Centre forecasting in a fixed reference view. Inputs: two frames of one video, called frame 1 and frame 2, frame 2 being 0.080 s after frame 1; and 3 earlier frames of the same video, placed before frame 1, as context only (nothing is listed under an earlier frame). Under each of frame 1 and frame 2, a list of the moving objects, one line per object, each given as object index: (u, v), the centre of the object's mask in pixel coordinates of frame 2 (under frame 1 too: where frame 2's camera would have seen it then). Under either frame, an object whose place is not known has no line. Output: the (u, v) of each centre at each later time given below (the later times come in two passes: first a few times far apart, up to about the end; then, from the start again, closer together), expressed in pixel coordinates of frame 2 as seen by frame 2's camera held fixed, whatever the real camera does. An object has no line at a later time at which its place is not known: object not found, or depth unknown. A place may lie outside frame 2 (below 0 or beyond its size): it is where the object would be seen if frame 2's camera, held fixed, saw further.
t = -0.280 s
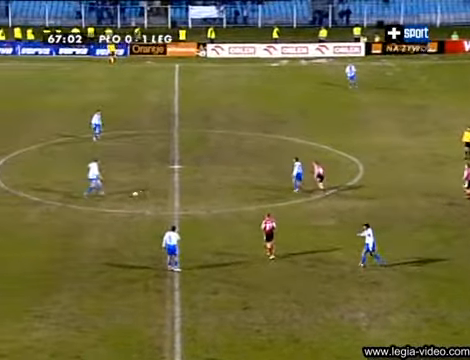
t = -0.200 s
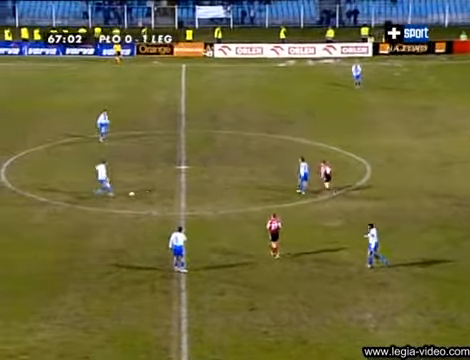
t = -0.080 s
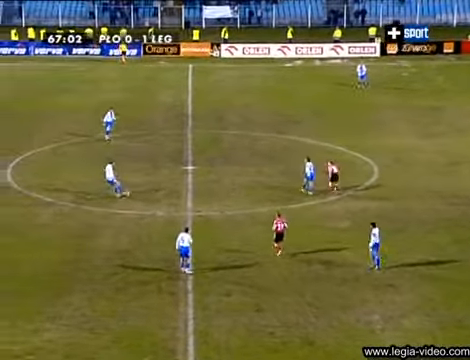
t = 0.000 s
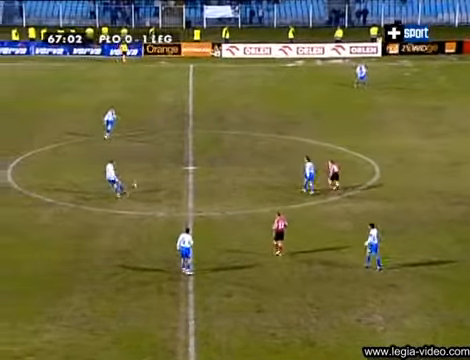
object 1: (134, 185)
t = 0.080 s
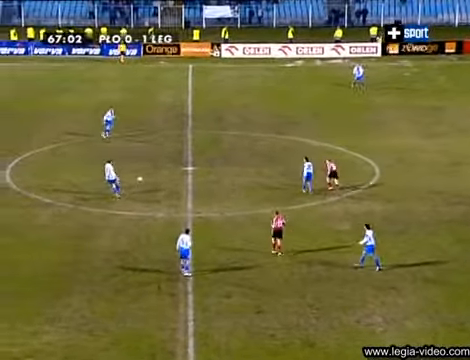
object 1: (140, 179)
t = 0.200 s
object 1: (148, 172)
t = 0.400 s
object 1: (162, 168)
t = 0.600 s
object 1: (173, 161)
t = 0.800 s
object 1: (183, 154)
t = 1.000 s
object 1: (193, 148)
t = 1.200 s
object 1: (201, 142)
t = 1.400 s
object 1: (208, 139)
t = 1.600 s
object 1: (215, 135)
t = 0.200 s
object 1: (148, 172)
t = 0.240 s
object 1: (151, 170)
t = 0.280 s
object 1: (154, 169)
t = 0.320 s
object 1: (156, 168)
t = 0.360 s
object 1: (159, 168)
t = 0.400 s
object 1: (162, 168)
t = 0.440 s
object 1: (163, 168)
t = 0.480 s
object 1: (166, 168)
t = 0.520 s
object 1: (168, 166)
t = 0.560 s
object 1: (171, 163)
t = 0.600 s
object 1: (173, 161)
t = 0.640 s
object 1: (175, 158)
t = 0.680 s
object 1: (178, 157)
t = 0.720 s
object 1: (179, 155)
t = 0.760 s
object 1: (181, 155)
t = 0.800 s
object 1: (183, 154)
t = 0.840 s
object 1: (185, 154)
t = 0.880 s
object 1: (186, 154)
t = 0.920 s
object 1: (190, 153)
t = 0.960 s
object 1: (191, 150)
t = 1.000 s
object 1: (193, 148)
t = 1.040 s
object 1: (194, 147)
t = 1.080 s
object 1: (196, 146)
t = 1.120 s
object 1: (197, 144)
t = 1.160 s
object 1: (199, 142)
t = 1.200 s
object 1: (201, 142)
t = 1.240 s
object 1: (202, 142)
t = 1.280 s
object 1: (203, 142)
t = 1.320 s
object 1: (205, 142)
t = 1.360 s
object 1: (207, 140)
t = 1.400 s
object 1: (208, 139)
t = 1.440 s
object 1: (210, 137)
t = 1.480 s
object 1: (211, 136)
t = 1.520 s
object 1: (212, 135)
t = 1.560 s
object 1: (214, 135)
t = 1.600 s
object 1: (215, 135)
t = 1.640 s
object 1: (217, 133)
